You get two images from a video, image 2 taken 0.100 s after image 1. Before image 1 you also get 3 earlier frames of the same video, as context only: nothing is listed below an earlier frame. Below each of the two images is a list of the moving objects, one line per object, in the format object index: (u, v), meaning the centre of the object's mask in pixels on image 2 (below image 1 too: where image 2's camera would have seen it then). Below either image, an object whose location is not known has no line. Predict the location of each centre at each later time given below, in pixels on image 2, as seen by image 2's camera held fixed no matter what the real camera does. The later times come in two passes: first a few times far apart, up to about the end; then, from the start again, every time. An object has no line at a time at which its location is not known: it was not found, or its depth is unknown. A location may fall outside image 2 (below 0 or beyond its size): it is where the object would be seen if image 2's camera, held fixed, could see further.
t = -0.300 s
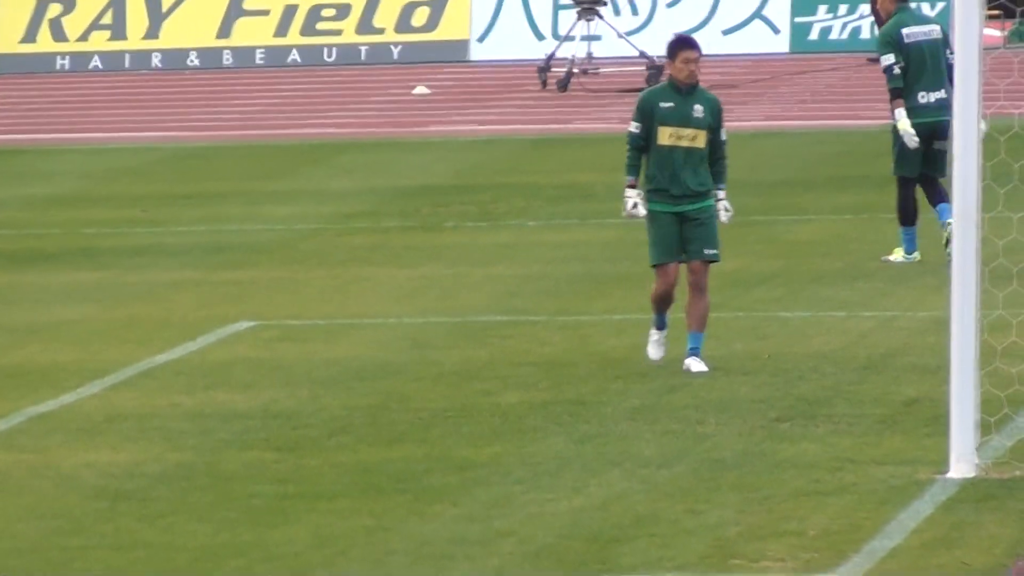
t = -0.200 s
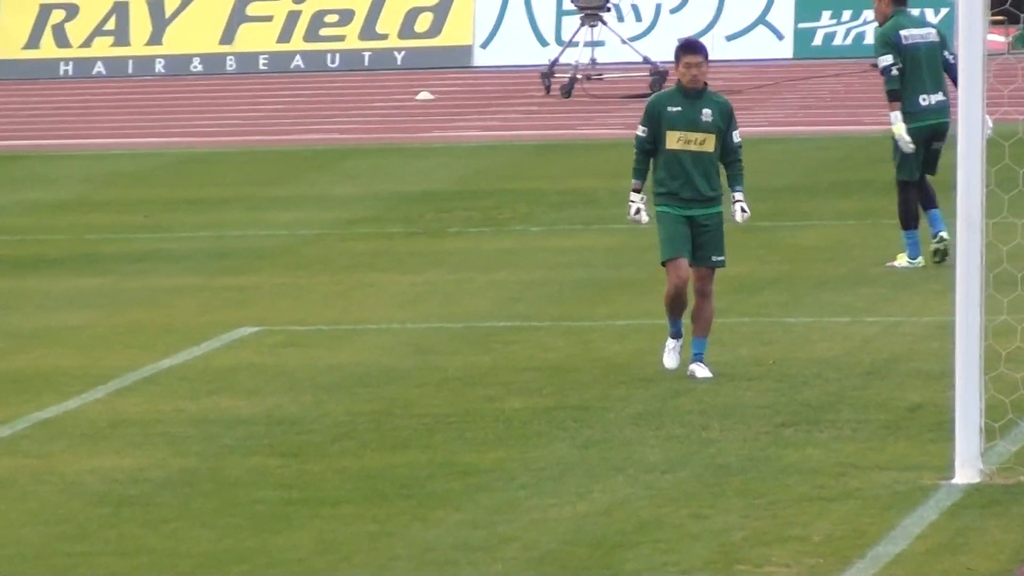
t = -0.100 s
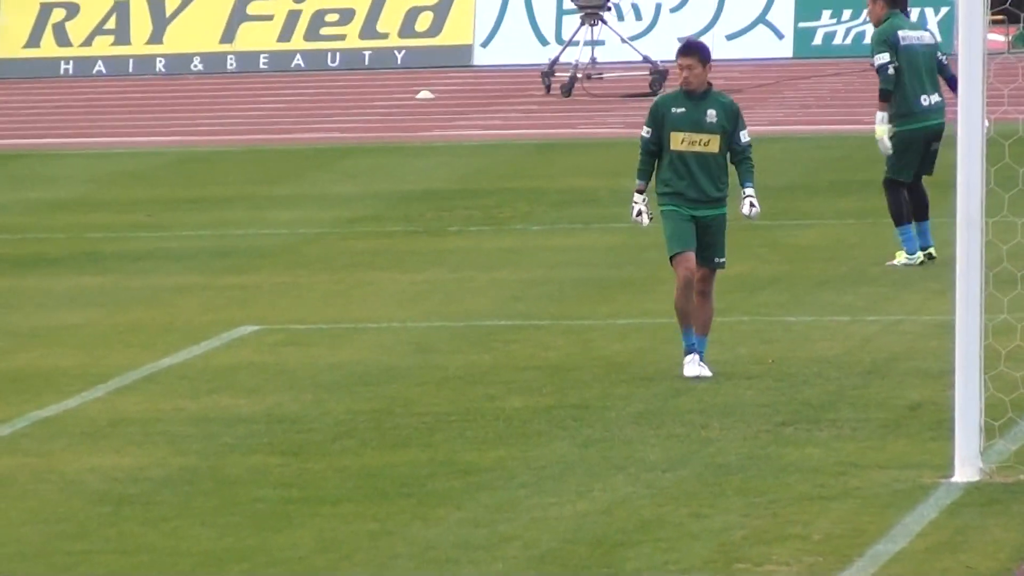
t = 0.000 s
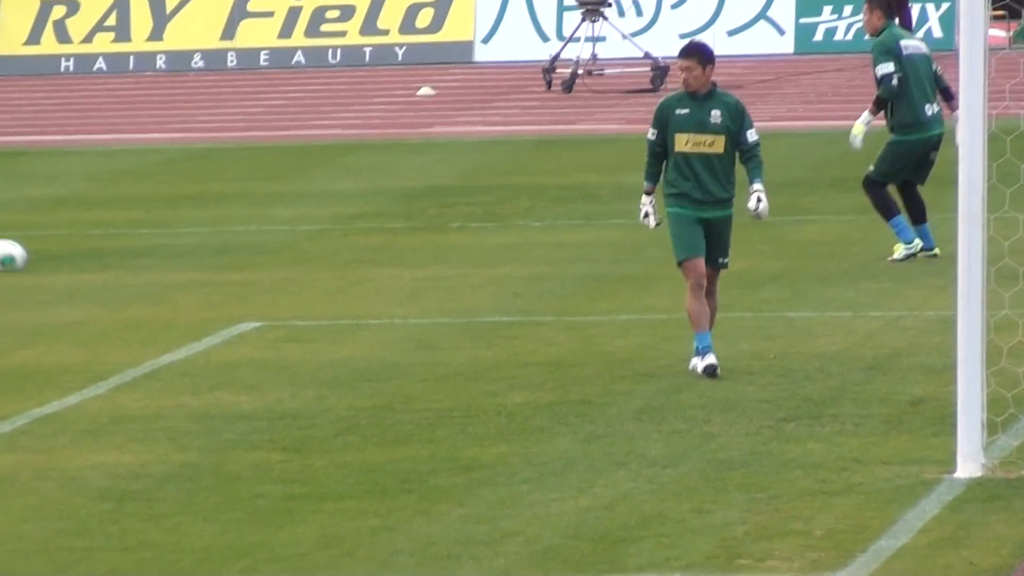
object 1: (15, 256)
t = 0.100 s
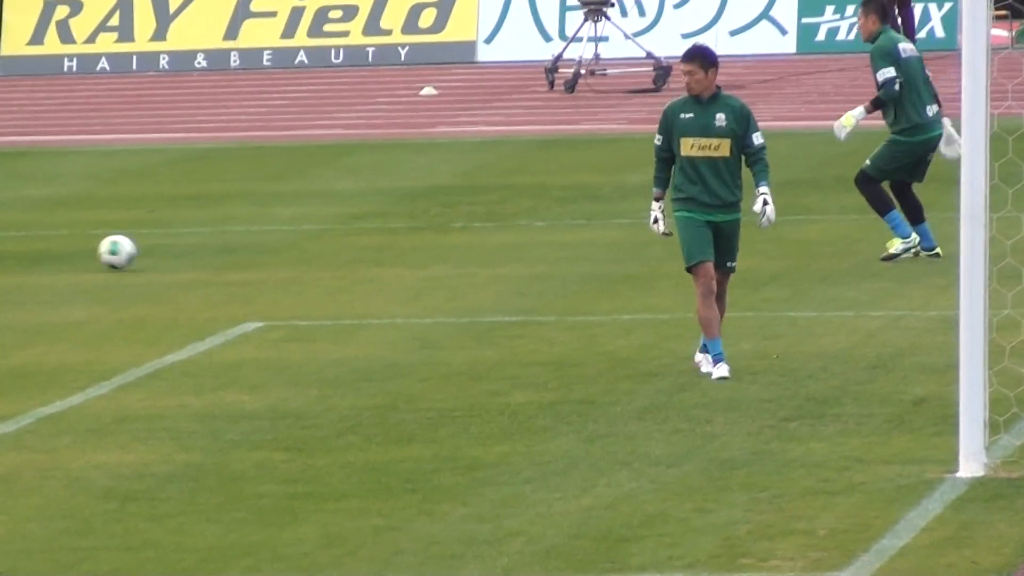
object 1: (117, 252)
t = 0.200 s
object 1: (219, 256)
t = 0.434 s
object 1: (430, 253)
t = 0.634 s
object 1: (604, 253)
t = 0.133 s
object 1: (152, 253)
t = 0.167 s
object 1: (186, 255)
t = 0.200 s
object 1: (219, 256)
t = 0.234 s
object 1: (251, 255)
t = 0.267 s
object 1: (282, 254)
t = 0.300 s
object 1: (312, 253)
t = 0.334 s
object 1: (341, 253)
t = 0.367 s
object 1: (372, 254)
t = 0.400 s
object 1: (401, 254)
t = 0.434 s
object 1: (430, 253)
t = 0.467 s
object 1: (460, 254)
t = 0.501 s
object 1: (490, 254)
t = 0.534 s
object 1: (518, 253)
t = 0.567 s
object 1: (547, 251)
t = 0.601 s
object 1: (576, 251)
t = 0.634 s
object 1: (604, 253)
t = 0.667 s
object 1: (632, 253)
